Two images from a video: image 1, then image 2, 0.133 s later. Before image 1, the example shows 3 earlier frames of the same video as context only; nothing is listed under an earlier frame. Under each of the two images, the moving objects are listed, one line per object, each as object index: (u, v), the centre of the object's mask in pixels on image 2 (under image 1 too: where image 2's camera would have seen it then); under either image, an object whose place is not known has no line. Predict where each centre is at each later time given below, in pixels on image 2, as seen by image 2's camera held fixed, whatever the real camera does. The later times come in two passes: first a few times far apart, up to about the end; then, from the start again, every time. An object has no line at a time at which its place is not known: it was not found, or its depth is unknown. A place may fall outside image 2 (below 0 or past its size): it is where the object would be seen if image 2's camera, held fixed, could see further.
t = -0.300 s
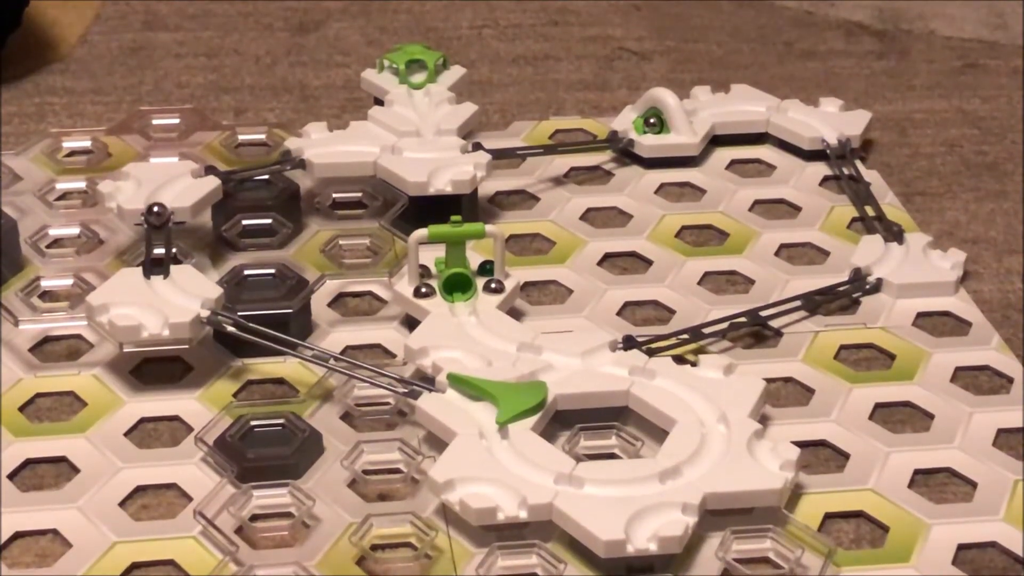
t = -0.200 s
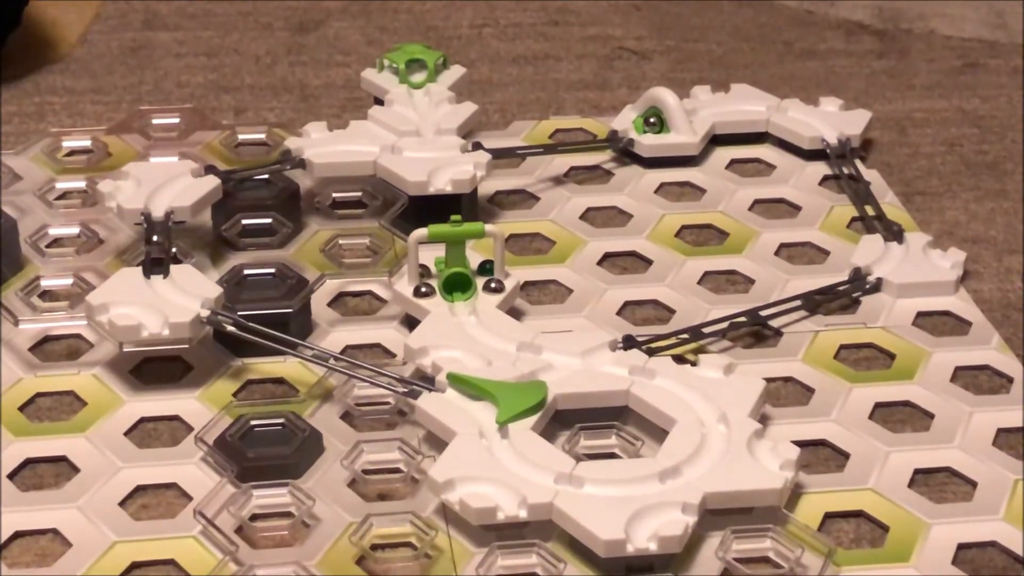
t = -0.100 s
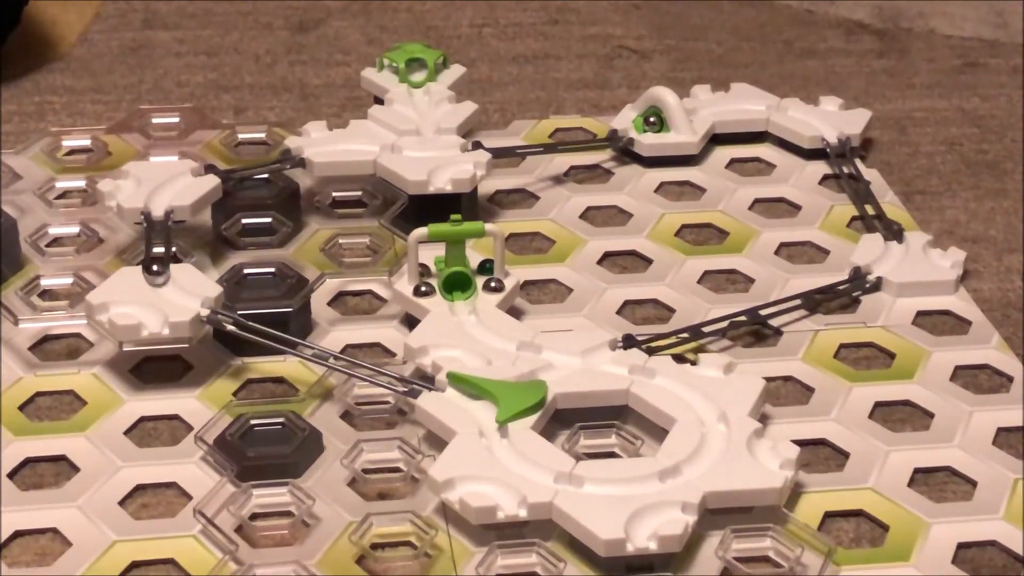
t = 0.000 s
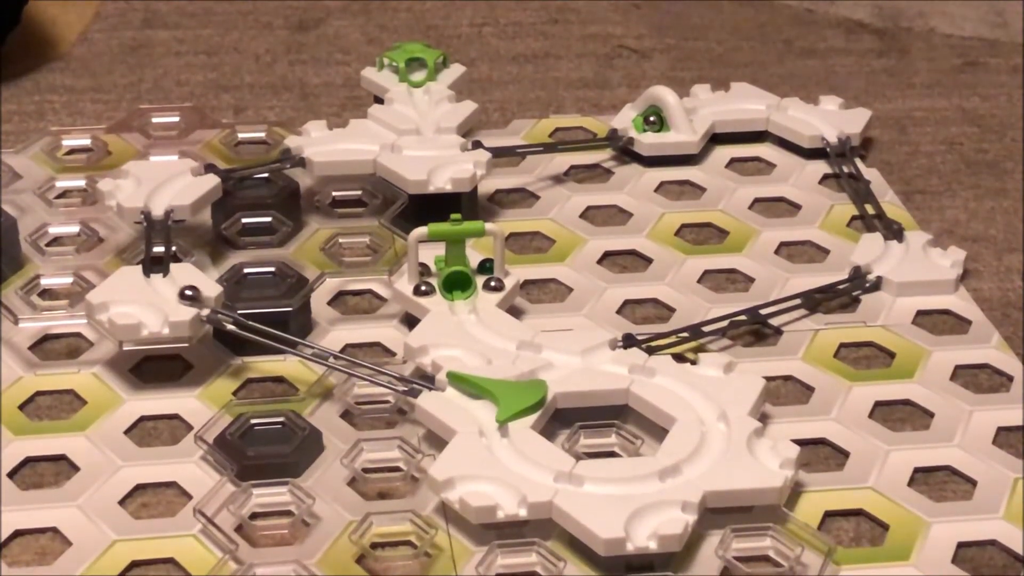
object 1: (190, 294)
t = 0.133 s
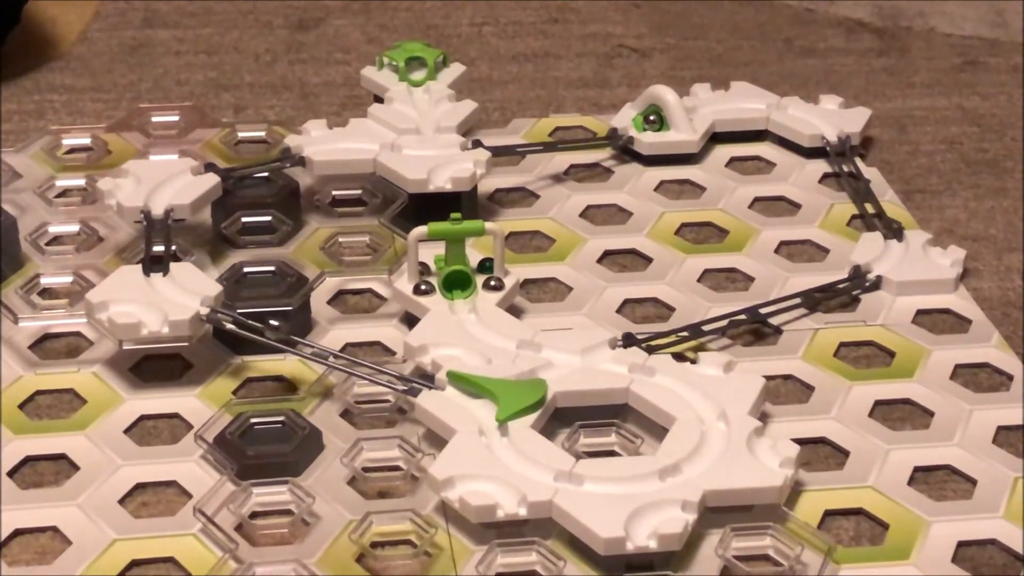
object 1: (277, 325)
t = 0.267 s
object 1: (390, 365)
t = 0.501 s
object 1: (521, 460)
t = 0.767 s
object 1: (702, 454)
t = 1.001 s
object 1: (676, 376)
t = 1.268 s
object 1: (530, 342)
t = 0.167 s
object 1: (301, 334)
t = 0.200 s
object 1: (329, 343)
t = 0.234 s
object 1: (358, 356)
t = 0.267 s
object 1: (390, 365)
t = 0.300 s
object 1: (422, 372)
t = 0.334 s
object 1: (452, 385)
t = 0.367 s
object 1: (479, 404)
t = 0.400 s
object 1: (490, 419)
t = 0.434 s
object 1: (496, 435)
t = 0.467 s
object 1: (505, 448)
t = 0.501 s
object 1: (521, 460)
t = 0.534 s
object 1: (541, 467)
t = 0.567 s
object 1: (567, 477)
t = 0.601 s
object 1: (593, 479)
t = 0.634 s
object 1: (619, 480)
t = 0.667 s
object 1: (644, 477)
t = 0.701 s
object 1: (667, 472)
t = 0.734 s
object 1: (686, 464)
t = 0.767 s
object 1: (702, 454)
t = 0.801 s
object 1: (710, 447)
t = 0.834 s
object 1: (716, 435)
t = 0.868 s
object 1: (716, 423)
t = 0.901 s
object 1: (712, 406)
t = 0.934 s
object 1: (704, 395)
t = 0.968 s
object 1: (692, 385)
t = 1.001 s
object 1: (676, 376)
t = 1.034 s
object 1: (659, 370)
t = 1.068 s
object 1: (640, 365)
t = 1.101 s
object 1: (621, 360)
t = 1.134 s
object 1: (602, 357)
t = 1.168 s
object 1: (584, 353)
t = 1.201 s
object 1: (565, 349)
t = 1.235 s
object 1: (547, 345)
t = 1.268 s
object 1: (530, 342)
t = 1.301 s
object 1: (513, 338)
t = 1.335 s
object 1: (498, 333)
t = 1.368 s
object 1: (485, 327)
